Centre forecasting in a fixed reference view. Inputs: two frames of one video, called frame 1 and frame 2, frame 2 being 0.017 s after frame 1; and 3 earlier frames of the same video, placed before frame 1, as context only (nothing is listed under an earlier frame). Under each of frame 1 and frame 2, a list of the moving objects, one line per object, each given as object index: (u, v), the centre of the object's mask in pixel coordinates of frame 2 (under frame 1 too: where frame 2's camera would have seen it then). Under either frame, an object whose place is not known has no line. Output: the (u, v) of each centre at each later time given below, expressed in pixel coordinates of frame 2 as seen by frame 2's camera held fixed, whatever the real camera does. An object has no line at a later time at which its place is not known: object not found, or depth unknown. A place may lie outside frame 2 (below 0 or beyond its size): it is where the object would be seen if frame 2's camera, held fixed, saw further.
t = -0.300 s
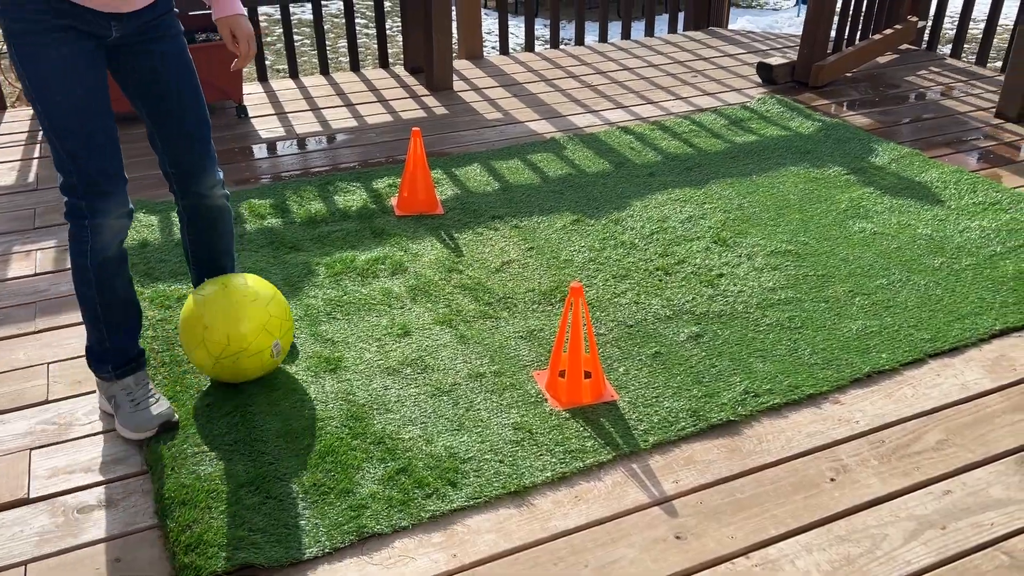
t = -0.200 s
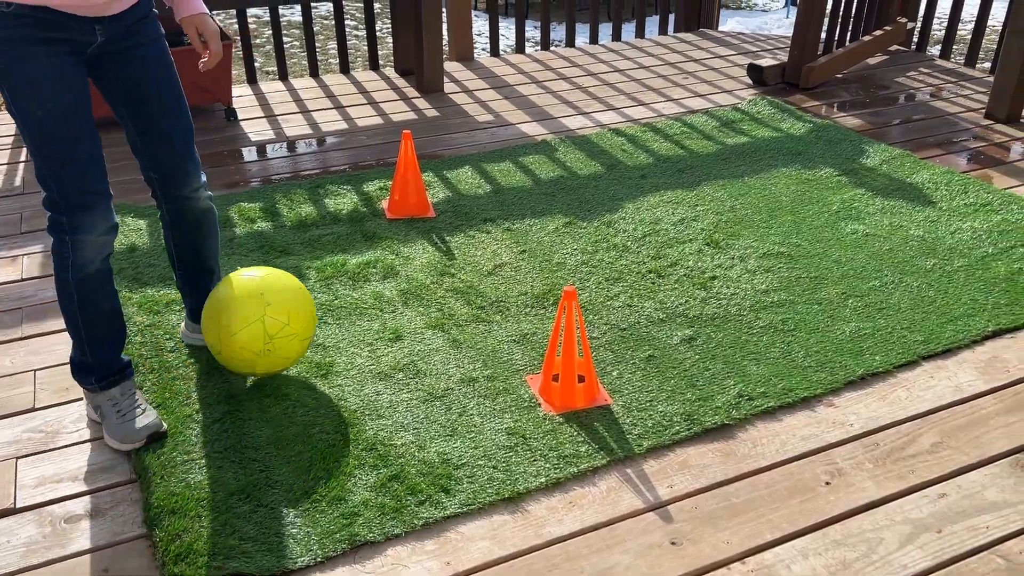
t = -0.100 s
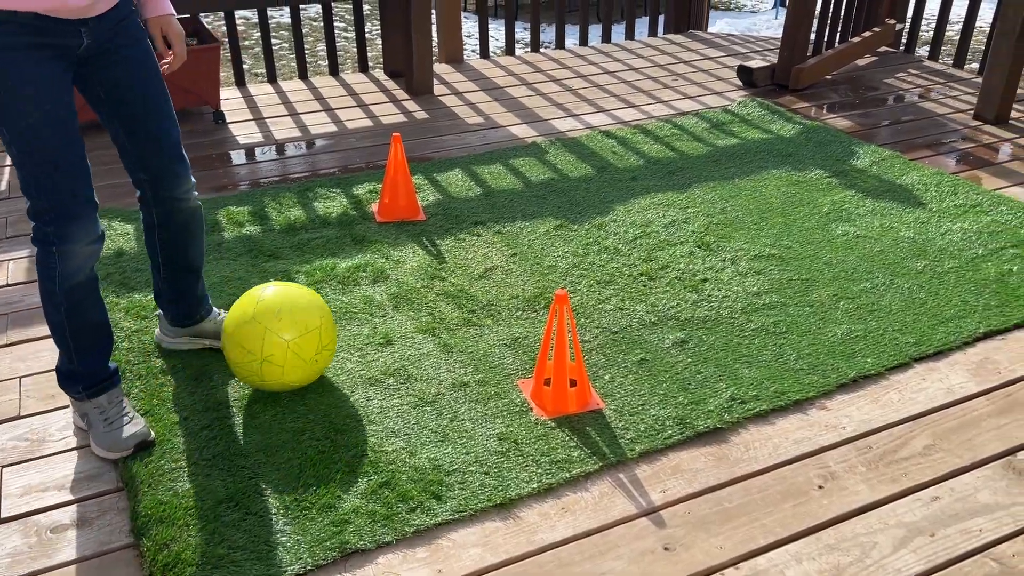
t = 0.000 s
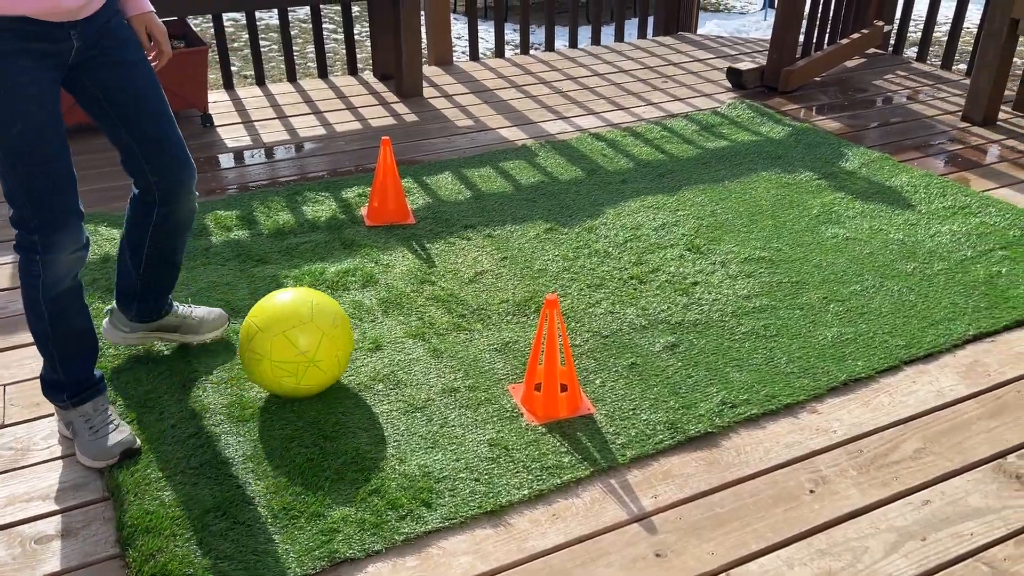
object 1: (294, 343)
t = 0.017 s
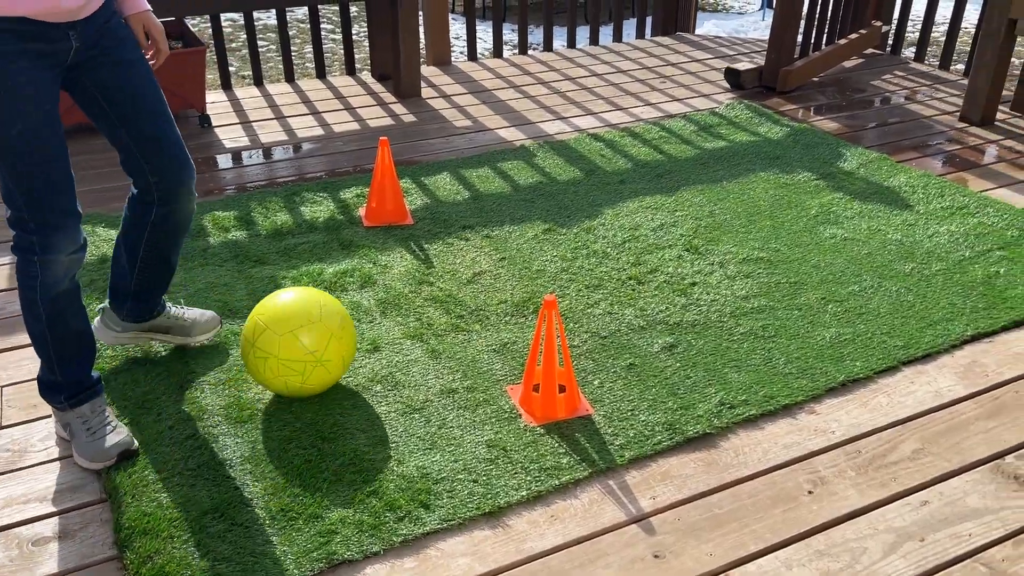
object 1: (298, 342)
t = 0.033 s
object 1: (303, 341)
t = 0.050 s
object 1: (308, 341)
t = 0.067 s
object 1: (313, 342)
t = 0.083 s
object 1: (318, 342)
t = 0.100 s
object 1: (323, 340)
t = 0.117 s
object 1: (327, 340)
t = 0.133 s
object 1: (332, 340)
